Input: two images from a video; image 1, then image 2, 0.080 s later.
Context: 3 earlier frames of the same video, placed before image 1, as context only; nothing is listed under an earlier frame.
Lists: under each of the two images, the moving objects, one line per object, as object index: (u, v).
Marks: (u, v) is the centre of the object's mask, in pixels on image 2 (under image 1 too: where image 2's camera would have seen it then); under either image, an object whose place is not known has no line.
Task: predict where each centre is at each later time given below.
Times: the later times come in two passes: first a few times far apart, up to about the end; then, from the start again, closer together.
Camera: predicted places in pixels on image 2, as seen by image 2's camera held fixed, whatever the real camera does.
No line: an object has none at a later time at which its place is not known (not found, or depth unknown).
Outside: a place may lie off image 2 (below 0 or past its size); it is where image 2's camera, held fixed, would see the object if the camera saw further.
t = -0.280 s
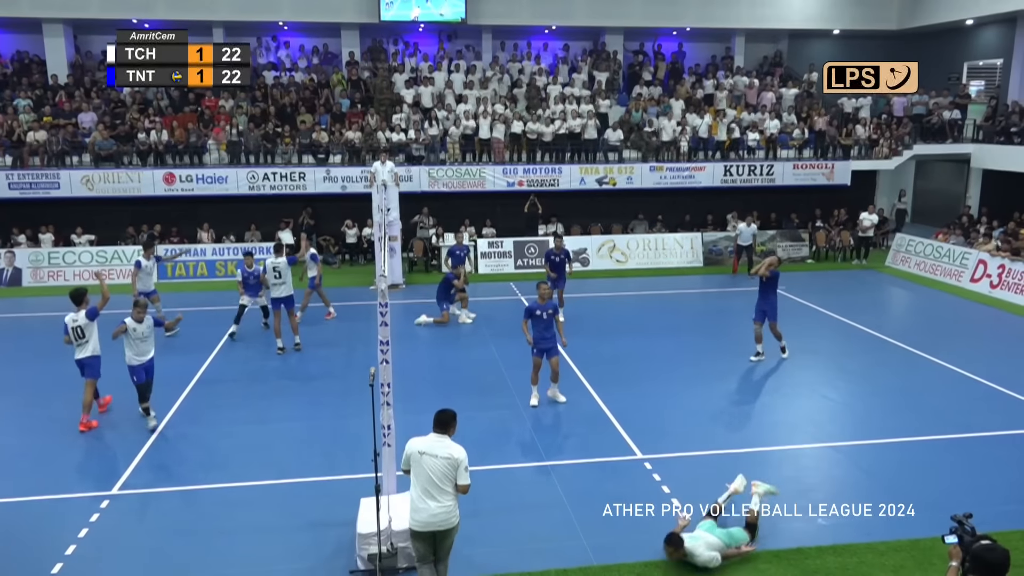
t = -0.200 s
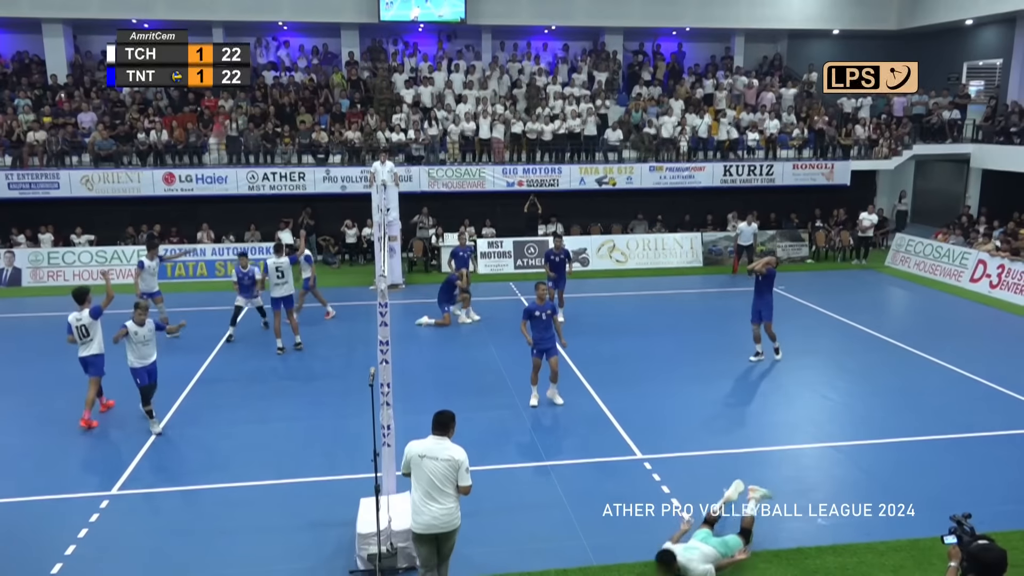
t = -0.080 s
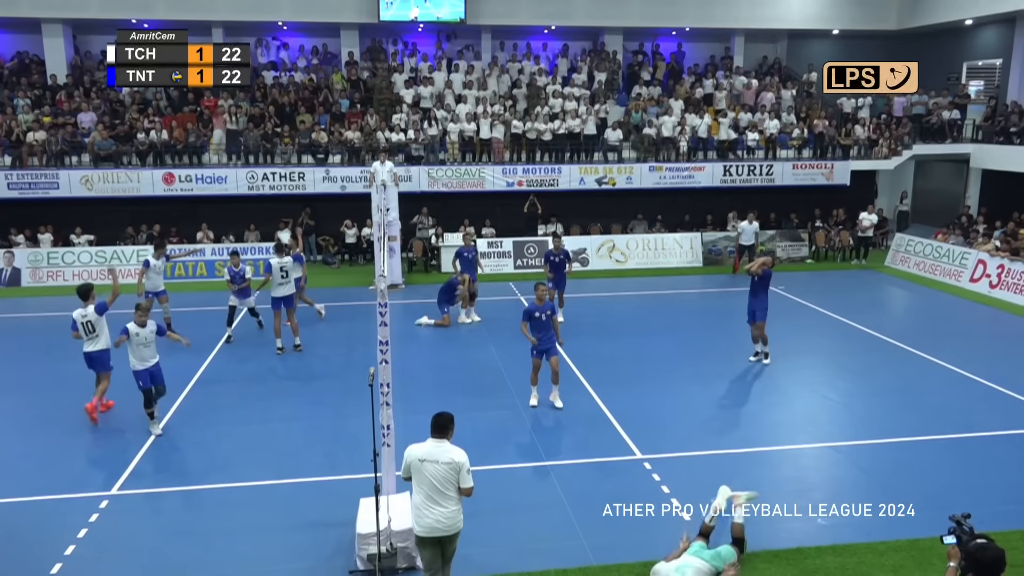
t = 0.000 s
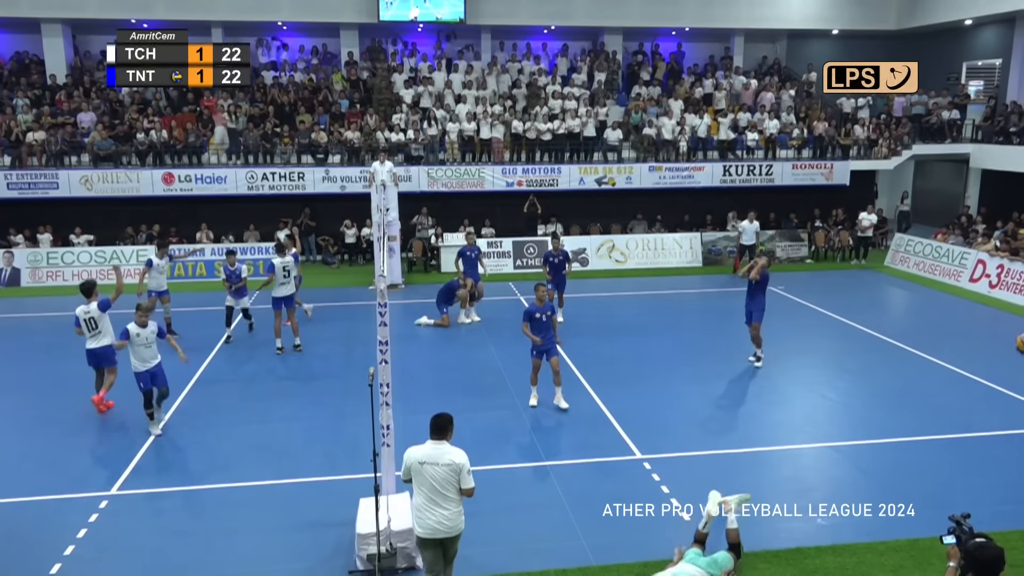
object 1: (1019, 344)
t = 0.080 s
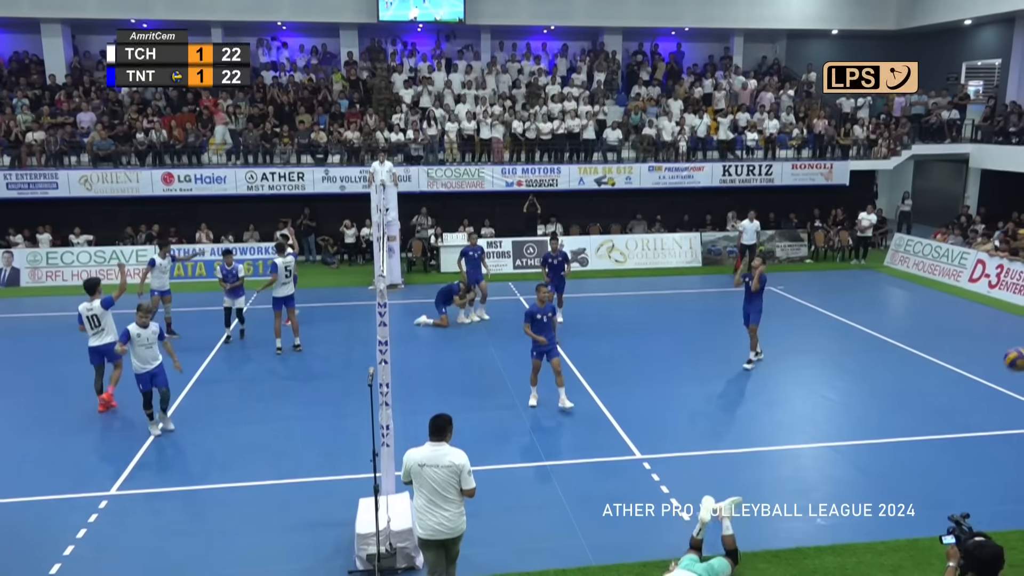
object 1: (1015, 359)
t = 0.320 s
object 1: (985, 439)
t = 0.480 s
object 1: (963, 511)
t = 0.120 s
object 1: (1012, 369)
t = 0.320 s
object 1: (985, 439)
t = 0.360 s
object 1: (980, 455)
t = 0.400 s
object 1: (974, 474)
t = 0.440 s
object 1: (968, 493)
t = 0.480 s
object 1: (963, 511)
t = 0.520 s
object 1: (968, 499)
